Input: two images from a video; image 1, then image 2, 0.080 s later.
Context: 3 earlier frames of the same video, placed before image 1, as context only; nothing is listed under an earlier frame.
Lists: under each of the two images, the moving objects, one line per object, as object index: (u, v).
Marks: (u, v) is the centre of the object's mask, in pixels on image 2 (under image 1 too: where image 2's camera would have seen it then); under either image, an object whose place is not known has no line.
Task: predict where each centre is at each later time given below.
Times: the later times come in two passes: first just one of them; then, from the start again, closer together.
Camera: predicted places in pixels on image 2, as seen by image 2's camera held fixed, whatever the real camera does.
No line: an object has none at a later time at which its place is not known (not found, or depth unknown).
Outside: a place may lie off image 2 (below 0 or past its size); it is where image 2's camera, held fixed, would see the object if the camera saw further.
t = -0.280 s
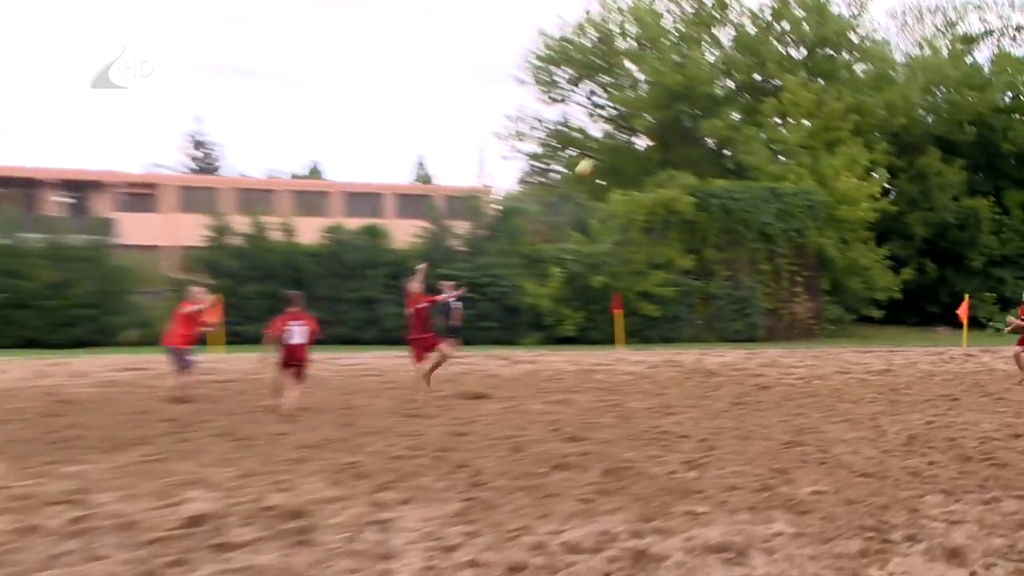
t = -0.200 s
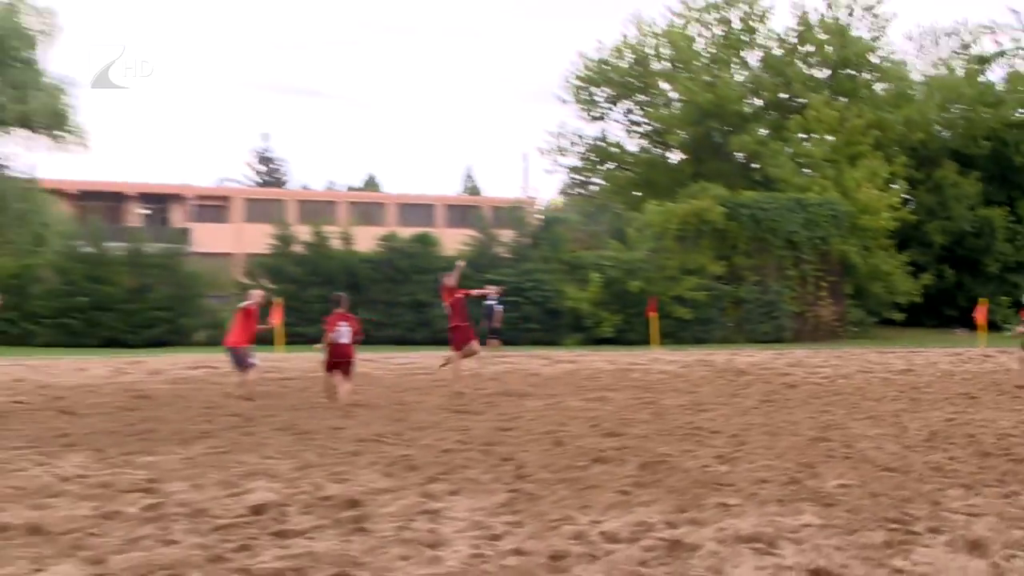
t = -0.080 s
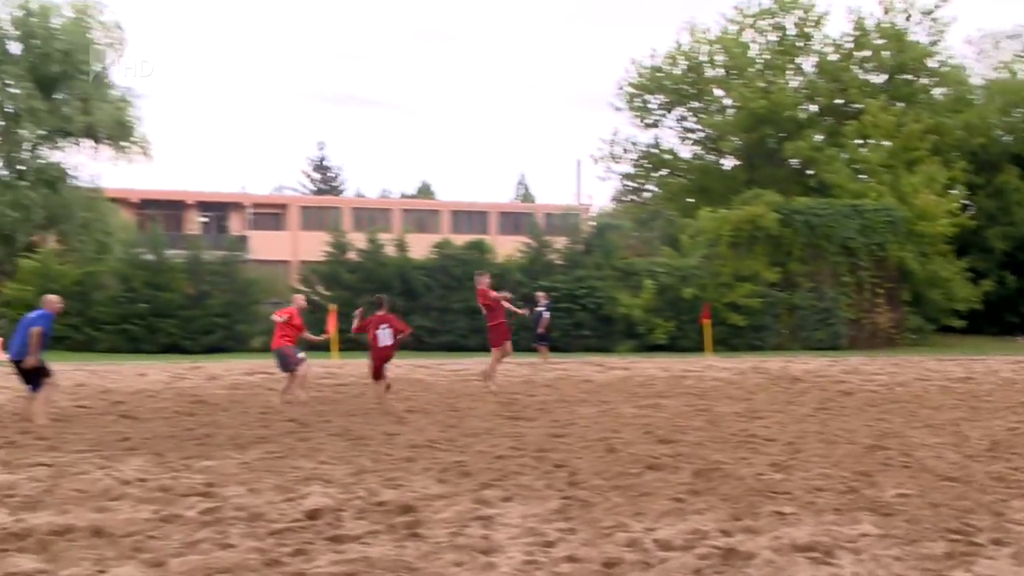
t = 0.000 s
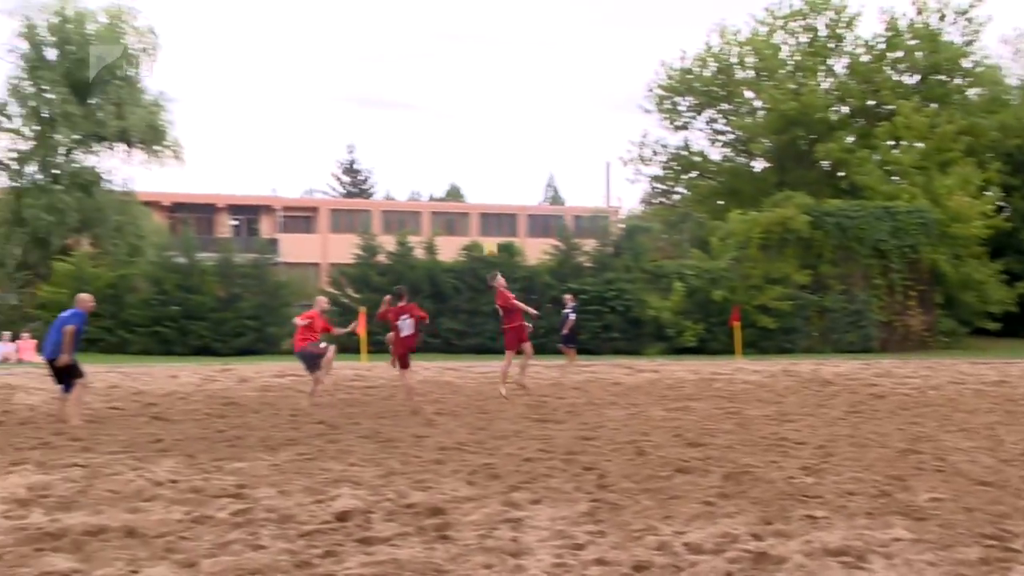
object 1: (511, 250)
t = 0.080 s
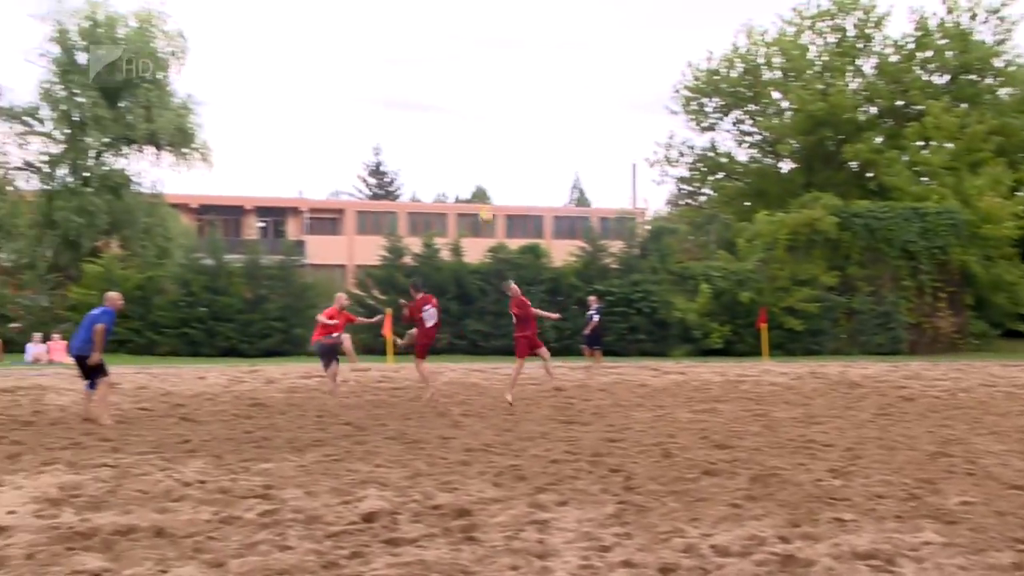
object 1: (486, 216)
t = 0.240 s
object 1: (429, 158)
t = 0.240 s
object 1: (429, 158)
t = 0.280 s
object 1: (413, 147)
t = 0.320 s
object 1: (398, 135)
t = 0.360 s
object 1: (383, 125)
